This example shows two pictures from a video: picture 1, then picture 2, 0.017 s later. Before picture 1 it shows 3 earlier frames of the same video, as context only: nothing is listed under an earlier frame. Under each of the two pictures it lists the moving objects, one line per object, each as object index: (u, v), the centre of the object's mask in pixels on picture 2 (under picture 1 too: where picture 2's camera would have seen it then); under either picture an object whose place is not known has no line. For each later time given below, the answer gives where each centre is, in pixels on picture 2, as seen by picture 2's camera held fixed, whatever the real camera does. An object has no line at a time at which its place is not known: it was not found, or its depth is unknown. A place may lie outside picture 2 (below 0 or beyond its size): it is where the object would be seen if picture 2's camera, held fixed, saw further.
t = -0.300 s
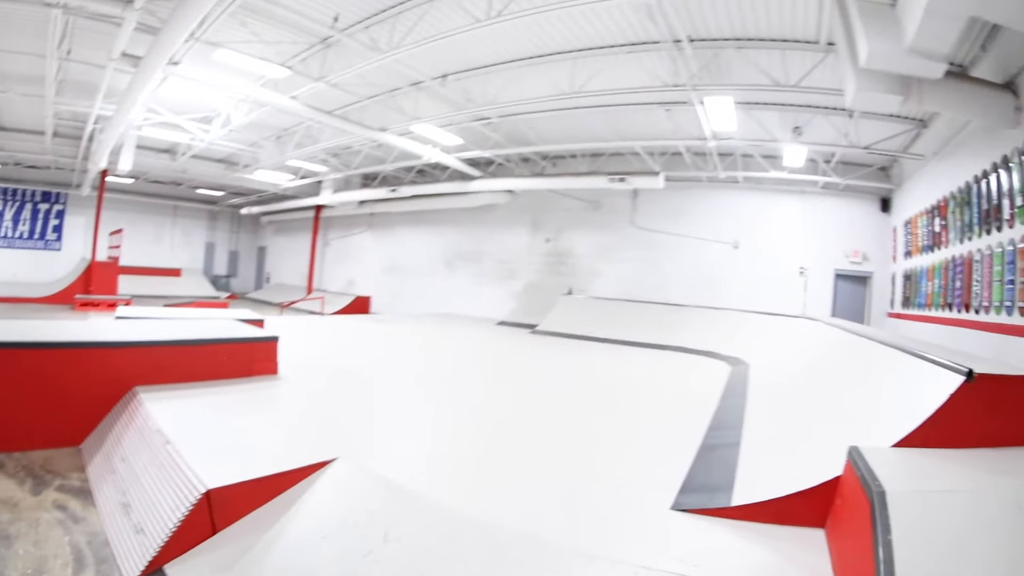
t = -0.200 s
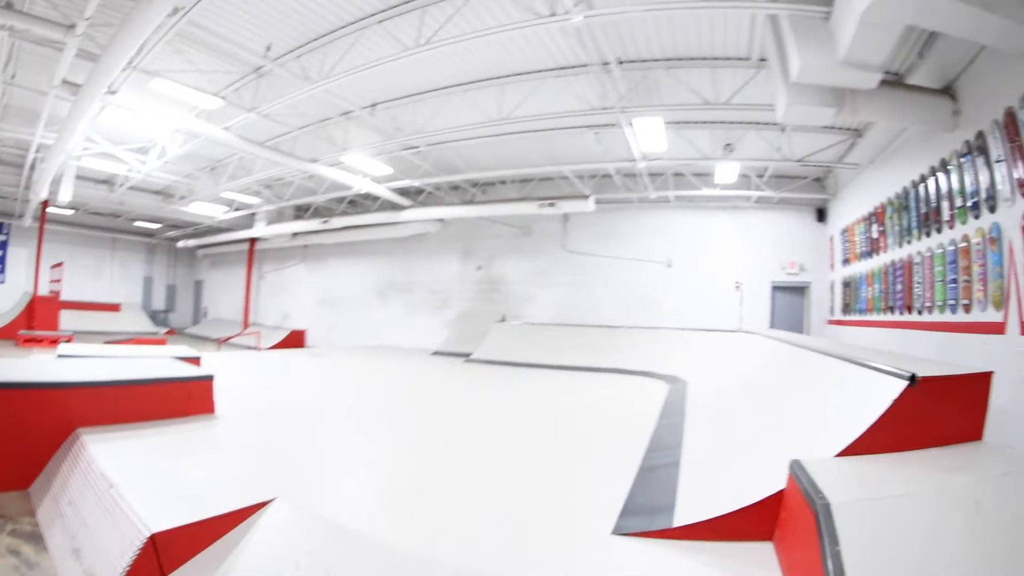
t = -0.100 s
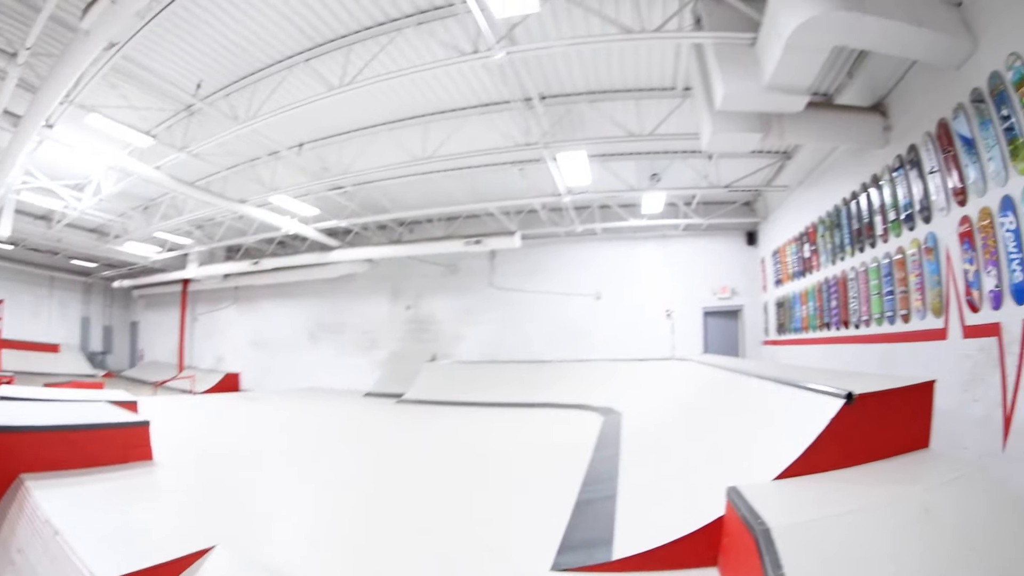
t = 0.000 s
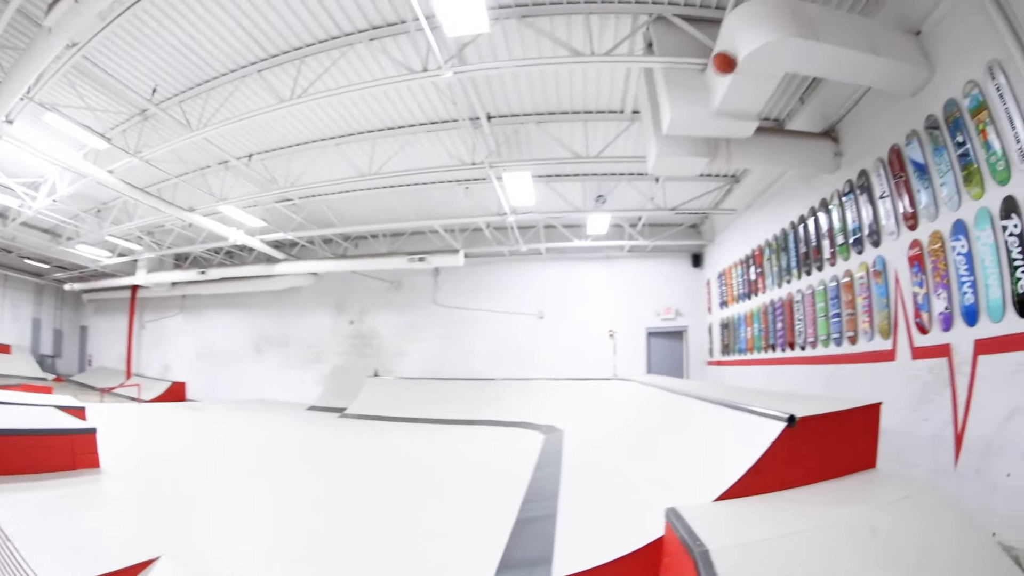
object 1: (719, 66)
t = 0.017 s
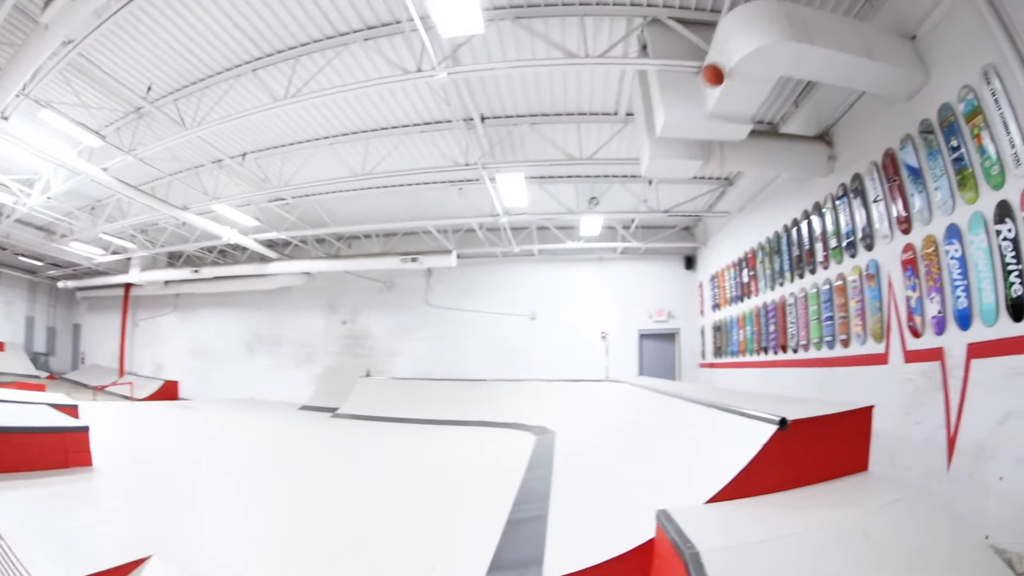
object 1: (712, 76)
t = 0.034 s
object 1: (707, 85)
